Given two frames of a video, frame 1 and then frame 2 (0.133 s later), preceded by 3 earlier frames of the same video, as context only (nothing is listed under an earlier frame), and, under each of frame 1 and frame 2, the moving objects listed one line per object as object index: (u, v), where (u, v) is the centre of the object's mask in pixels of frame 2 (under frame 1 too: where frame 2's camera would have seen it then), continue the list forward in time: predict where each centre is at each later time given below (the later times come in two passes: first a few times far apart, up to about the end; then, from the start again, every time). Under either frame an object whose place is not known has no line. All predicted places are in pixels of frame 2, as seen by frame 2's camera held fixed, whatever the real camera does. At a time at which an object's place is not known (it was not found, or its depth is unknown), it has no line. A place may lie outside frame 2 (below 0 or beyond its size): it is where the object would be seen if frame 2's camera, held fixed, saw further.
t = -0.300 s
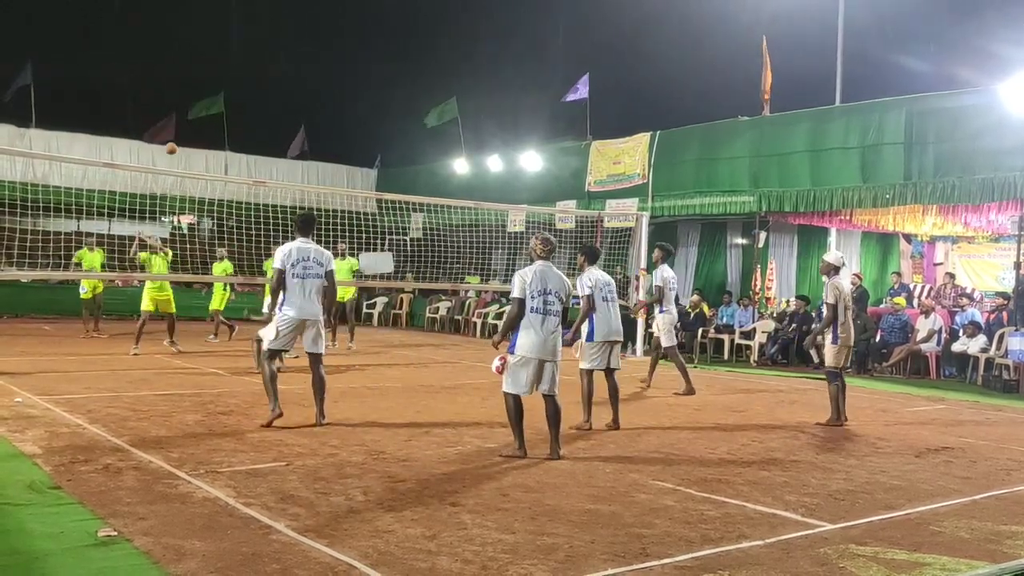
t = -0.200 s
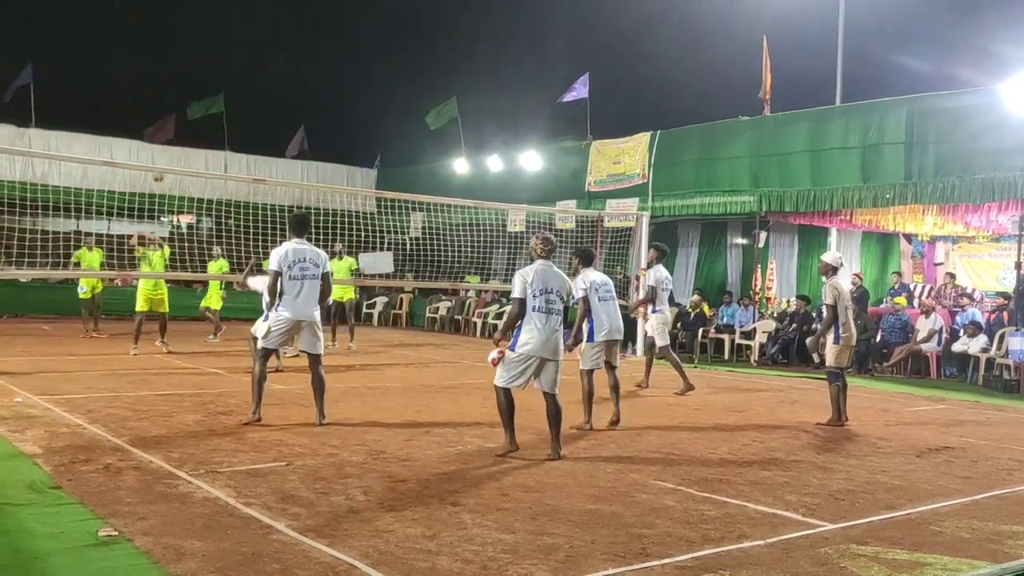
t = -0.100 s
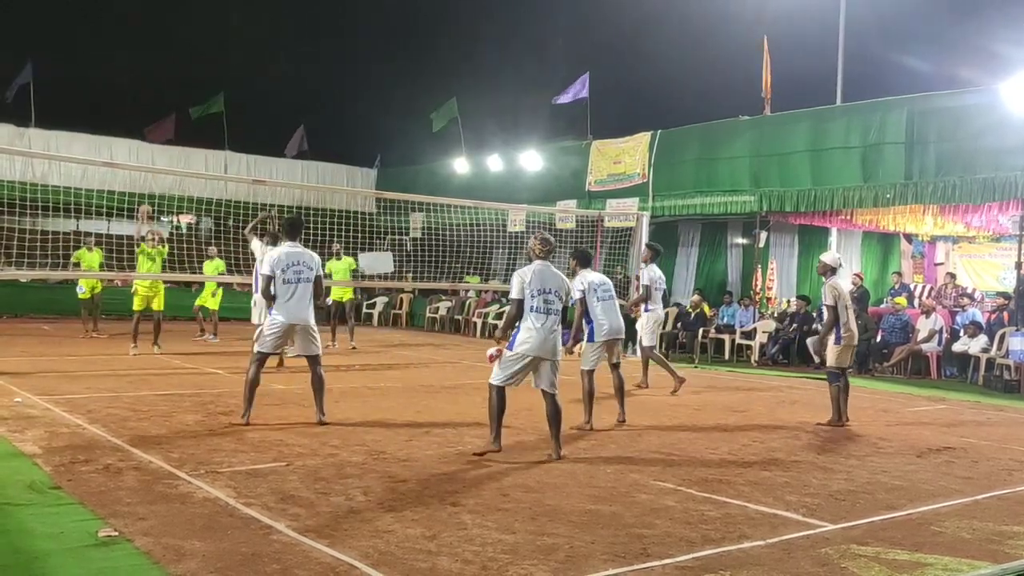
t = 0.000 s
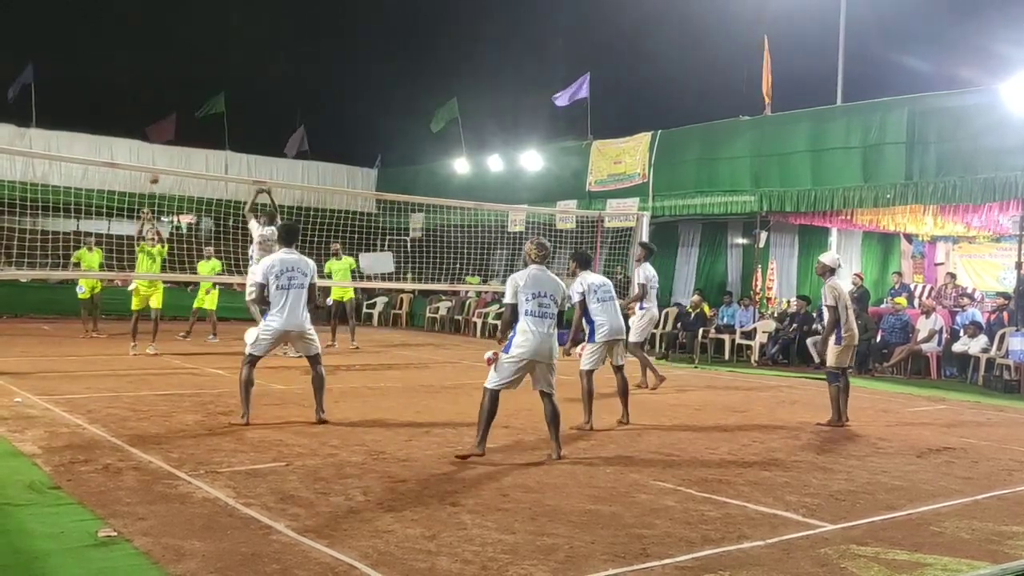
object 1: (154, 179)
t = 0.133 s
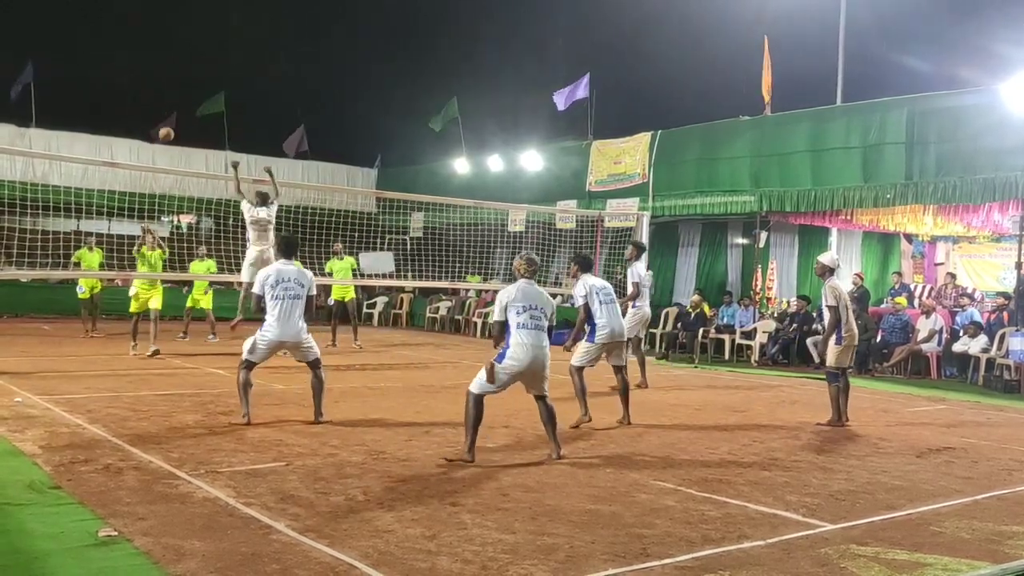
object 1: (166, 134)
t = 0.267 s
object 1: (180, 98)
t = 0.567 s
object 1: (221, 64)
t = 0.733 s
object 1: (250, 85)
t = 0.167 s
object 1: (170, 123)
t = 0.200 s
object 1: (173, 115)
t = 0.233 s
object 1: (177, 106)
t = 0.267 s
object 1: (180, 98)
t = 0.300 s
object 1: (185, 91)
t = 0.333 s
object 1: (188, 84)
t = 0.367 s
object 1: (192, 78)
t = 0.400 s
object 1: (196, 73)
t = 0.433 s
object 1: (202, 70)
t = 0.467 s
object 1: (206, 66)
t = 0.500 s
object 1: (210, 64)
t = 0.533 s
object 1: (215, 63)
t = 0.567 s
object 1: (221, 64)
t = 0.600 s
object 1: (226, 65)
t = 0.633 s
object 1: (231, 68)
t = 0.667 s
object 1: (237, 72)
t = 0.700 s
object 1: (244, 78)
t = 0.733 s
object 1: (250, 85)
